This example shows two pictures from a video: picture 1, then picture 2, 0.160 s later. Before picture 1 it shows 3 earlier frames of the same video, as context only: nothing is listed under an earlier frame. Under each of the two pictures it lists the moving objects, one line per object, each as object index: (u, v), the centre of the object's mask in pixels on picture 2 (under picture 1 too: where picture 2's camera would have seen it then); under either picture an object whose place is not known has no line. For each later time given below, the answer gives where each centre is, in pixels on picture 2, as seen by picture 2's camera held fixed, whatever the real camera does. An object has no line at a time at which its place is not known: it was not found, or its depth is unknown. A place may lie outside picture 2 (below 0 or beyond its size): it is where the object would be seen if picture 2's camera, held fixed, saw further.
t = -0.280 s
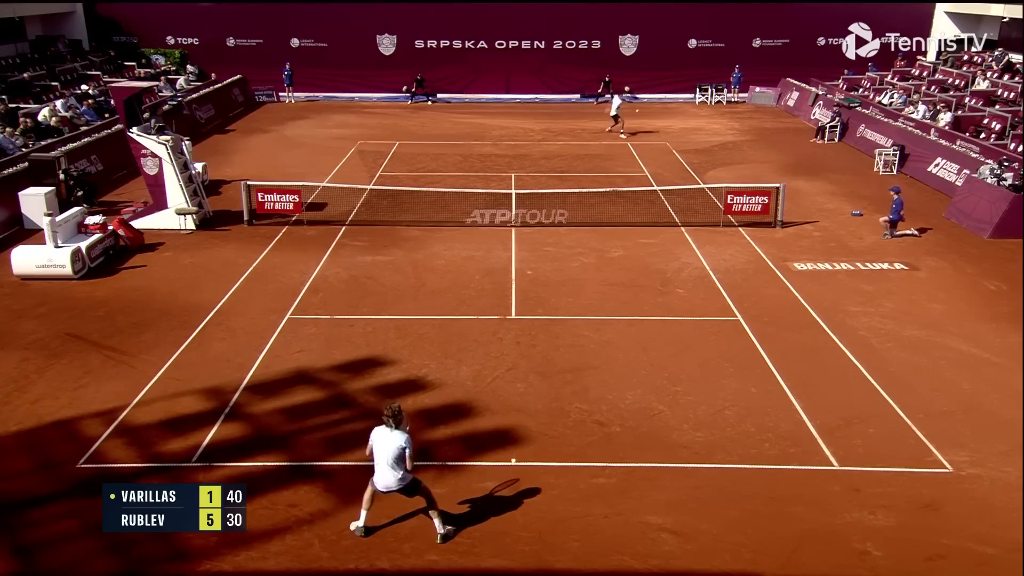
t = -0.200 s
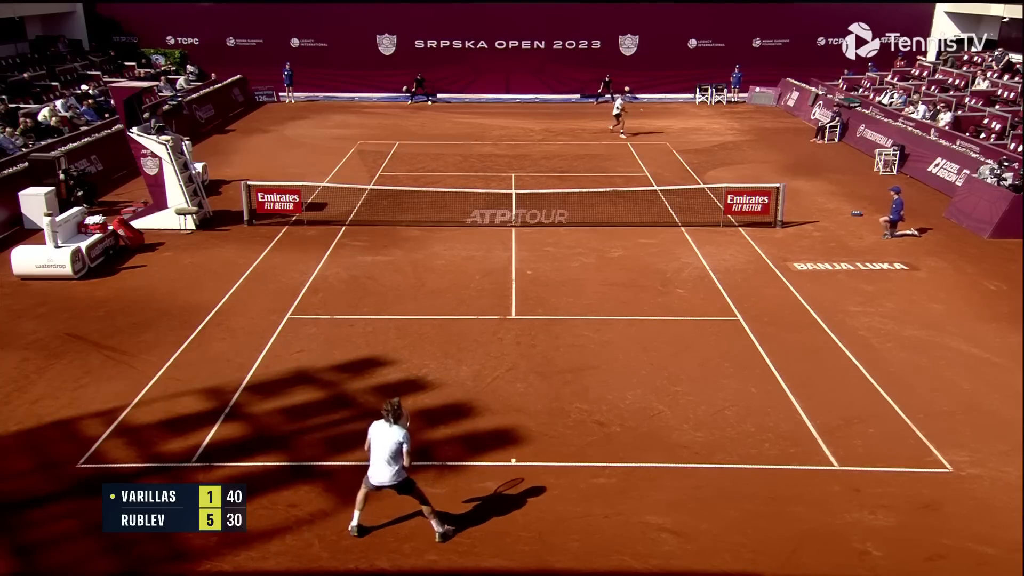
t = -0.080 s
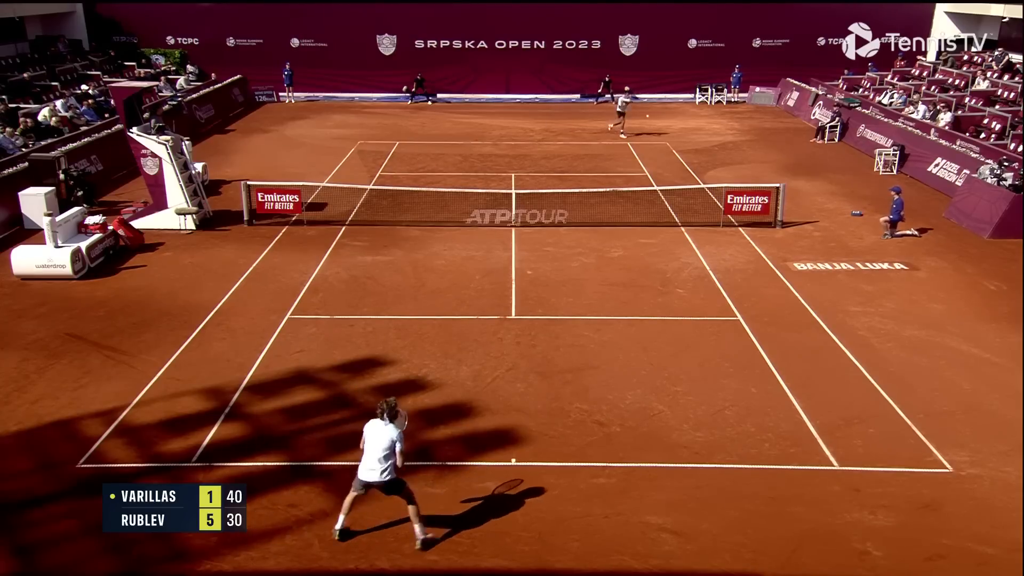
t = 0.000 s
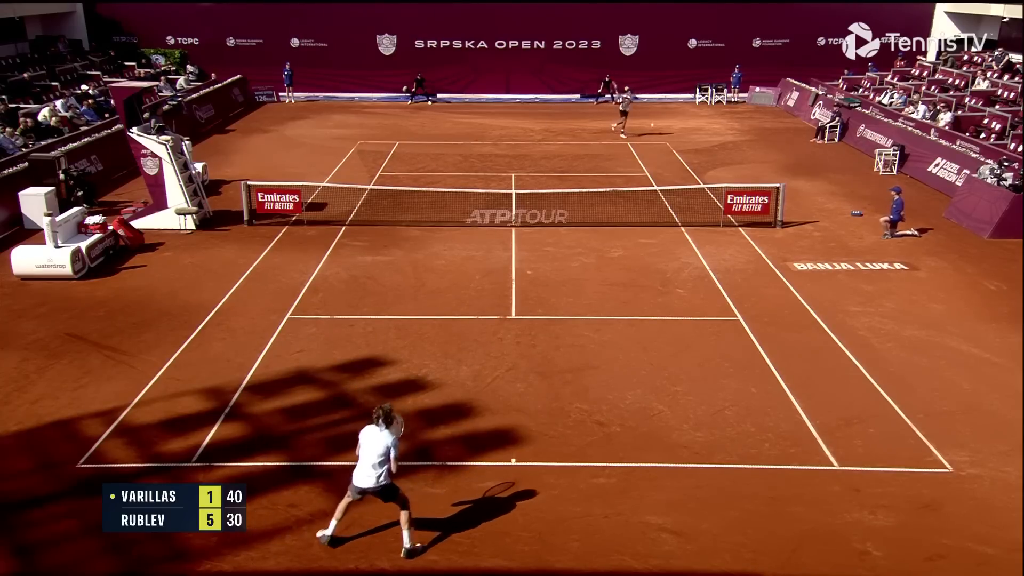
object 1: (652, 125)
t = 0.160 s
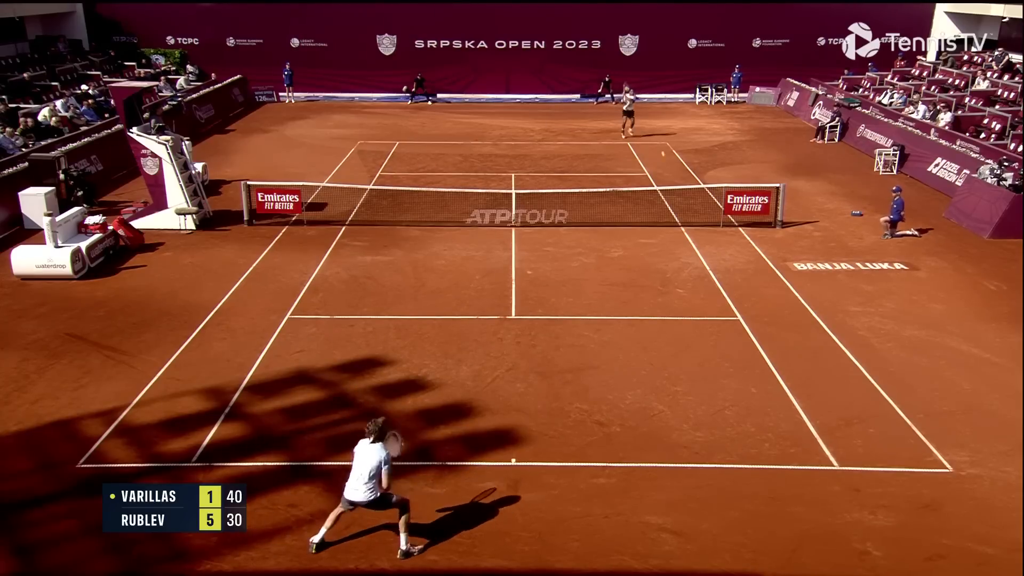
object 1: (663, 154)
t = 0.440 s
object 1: (690, 259)
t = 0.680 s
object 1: (728, 417)
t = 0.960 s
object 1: (775, 514)
